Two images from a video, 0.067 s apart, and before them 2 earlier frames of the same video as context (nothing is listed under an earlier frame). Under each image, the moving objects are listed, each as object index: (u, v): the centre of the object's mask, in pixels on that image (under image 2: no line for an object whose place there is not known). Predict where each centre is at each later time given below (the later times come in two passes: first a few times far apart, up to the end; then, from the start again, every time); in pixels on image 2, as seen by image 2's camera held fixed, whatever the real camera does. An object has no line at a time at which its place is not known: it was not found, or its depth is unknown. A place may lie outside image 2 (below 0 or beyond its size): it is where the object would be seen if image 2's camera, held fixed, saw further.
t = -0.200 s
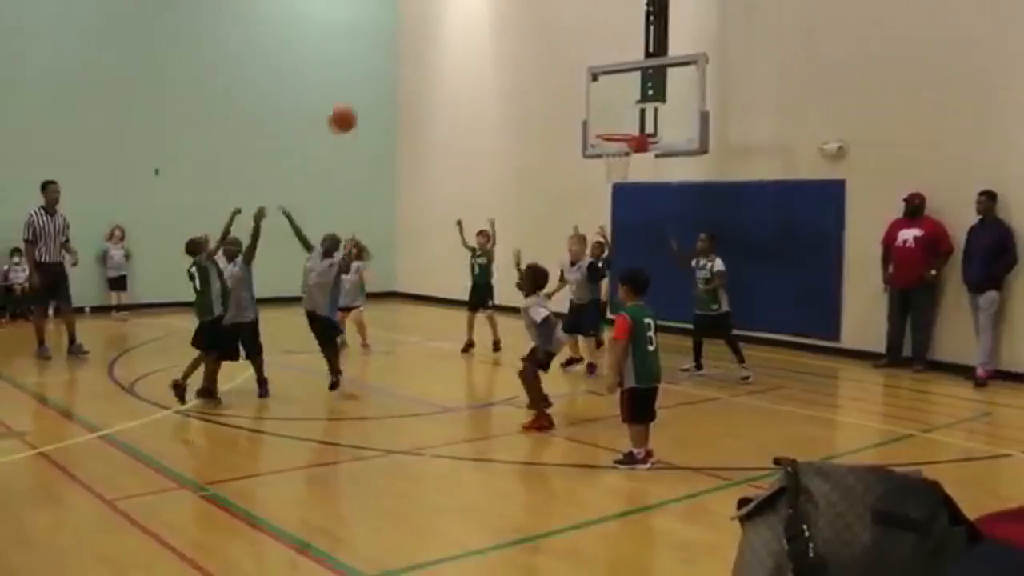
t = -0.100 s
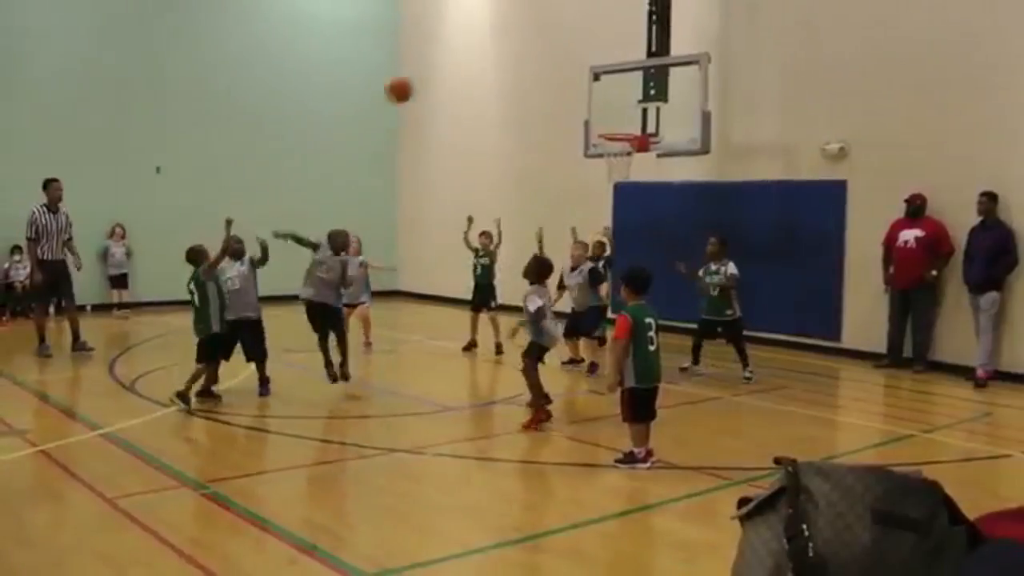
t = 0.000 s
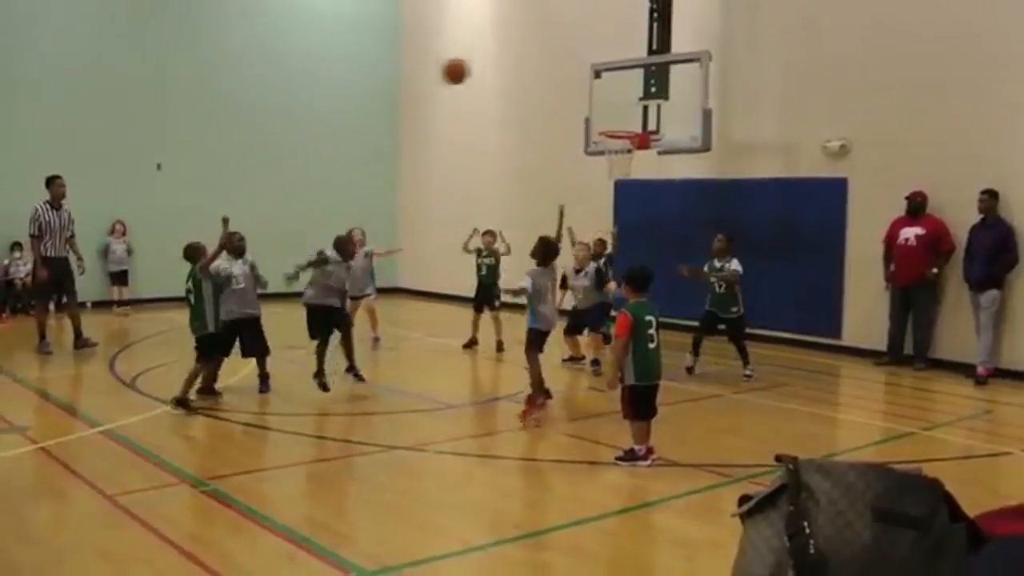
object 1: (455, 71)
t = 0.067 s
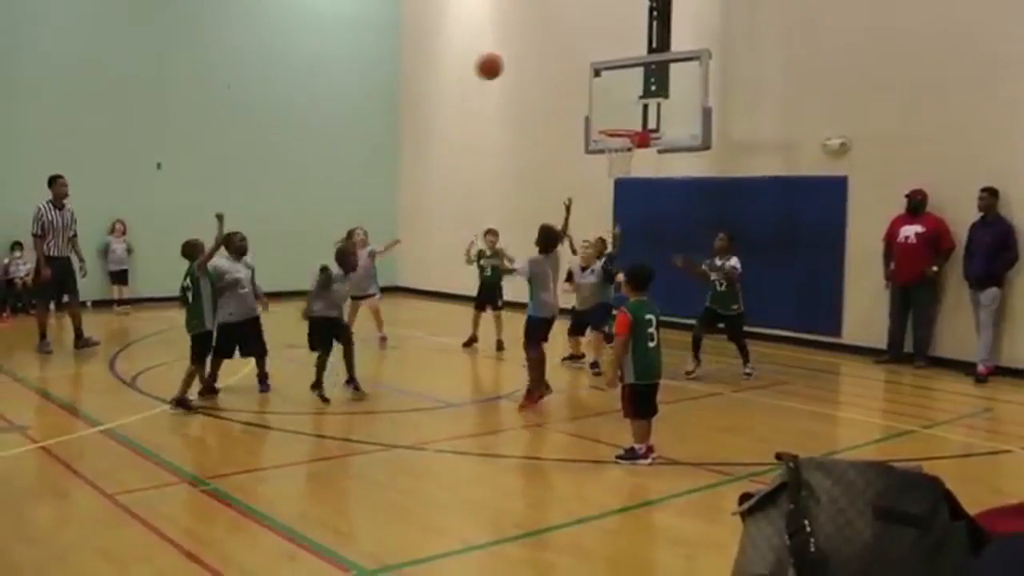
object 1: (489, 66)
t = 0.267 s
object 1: (587, 89)
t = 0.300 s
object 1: (602, 97)
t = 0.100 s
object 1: (506, 66)
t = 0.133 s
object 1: (523, 68)
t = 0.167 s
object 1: (540, 72)
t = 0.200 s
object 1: (556, 76)
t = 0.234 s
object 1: (572, 81)
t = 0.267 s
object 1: (587, 89)
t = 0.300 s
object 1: (602, 97)
